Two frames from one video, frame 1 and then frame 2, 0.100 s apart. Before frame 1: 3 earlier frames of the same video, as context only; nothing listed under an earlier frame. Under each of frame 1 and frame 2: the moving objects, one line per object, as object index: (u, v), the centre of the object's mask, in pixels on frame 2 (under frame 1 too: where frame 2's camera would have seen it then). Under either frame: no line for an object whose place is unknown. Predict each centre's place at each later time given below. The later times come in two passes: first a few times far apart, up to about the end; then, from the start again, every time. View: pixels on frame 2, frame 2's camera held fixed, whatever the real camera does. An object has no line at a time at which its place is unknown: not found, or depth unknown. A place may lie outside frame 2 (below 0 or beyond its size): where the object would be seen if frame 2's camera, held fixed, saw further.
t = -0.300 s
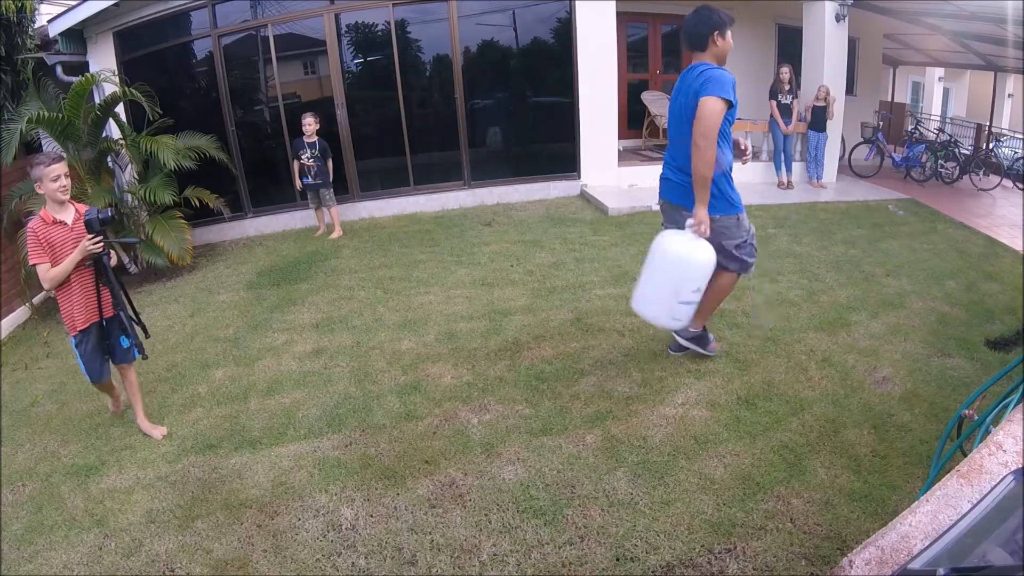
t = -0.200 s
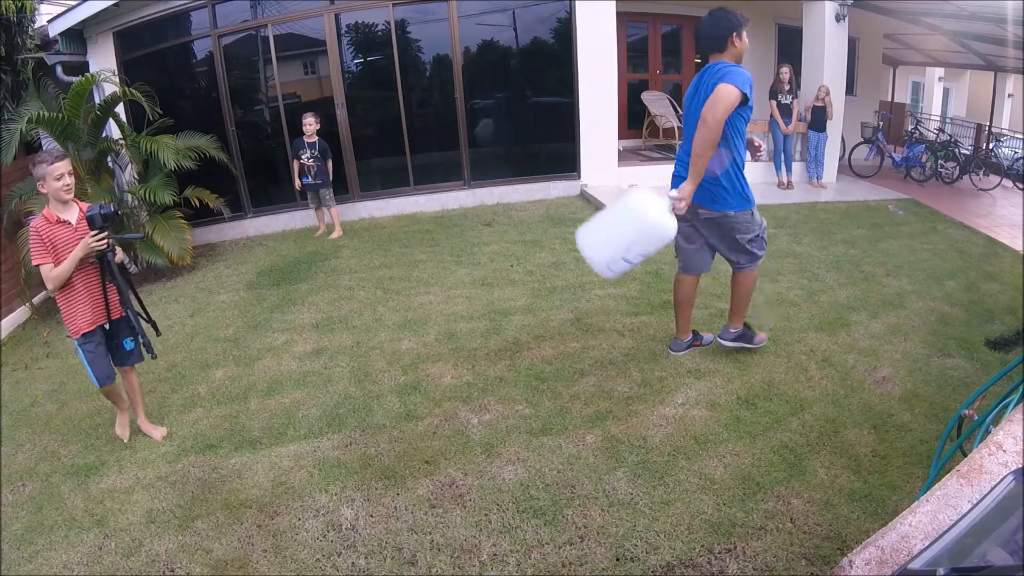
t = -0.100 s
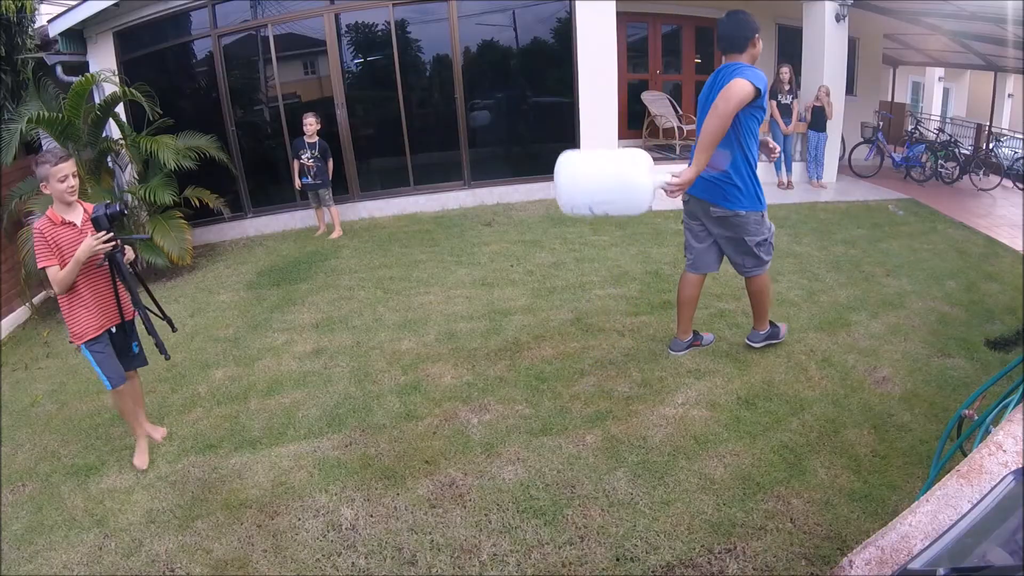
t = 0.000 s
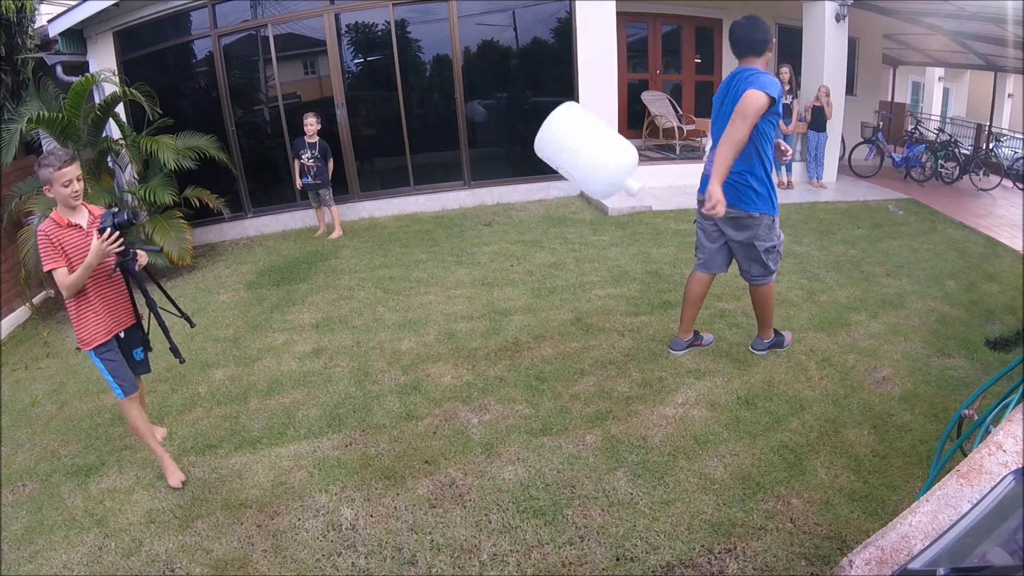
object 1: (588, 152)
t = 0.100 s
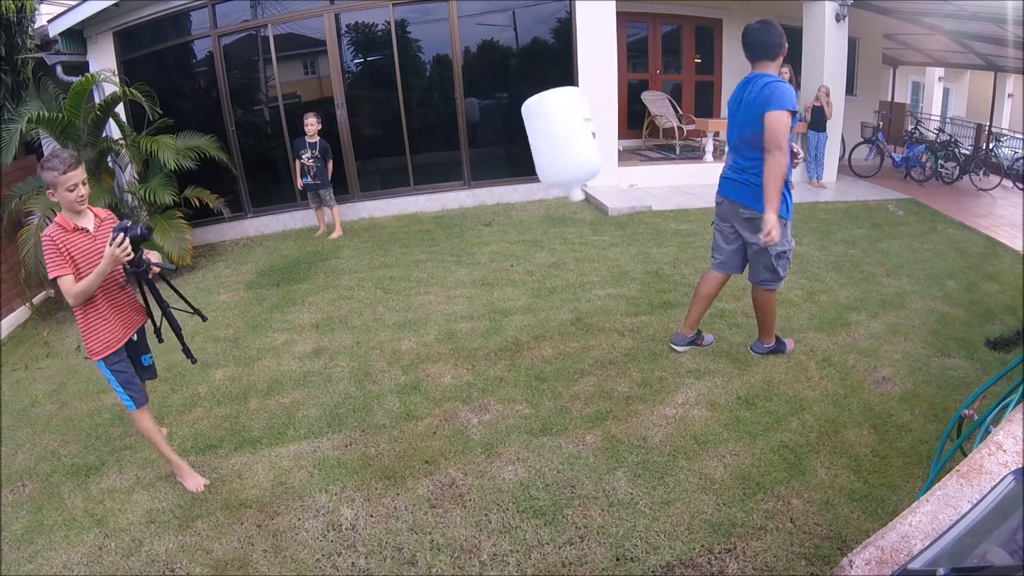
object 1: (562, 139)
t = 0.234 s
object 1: (534, 145)
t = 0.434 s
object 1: (515, 218)
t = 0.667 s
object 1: (511, 314)
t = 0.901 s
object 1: (510, 323)
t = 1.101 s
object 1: (508, 325)
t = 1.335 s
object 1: (511, 322)
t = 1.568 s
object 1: (511, 322)
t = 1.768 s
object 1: (511, 322)
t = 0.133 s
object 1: (554, 139)
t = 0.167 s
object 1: (546, 138)
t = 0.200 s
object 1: (540, 140)
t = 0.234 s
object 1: (534, 145)
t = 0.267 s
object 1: (530, 151)
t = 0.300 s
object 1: (526, 158)
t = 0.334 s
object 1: (523, 171)
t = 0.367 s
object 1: (520, 185)
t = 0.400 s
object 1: (517, 200)
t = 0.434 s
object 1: (515, 218)
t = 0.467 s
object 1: (512, 236)
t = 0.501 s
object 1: (510, 256)
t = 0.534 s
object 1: (509, 277)
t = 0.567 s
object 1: (509, 300)
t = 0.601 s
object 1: (508, 310)
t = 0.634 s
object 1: (510, 313)
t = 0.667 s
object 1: (511, 314)
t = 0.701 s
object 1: (511, 315)
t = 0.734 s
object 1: (511, 317)
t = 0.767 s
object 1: (511, 318)
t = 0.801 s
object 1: (510, 320)
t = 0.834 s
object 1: (510, 321)
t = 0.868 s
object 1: (510, 322)
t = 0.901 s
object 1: (510, 323)
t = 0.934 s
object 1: (509, 324)
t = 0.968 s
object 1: (509, 325)
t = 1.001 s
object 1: (509, 325)
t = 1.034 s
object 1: (508, 325)
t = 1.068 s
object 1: (508, 325)
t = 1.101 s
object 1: (508, 325)
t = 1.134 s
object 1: (508, 324)
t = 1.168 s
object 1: (509, 324)
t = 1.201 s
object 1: (509, 324)
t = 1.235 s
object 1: (510, 323)
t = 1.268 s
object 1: (511, 323)
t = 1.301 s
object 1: (511, 322)
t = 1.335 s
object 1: (511, 322)
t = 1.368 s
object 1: (511, 322)
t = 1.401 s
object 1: (511, 322)
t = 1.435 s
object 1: (511, 322)
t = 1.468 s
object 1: (511, 322)
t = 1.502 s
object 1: (511, 322)
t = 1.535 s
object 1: (511, 322)
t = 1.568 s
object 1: (511, 322)
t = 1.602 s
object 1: (511, 322)
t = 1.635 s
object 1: (511, 322)
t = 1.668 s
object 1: (511, 322)
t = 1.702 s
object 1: (511, 322)
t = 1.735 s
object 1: (511, 322)
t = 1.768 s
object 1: (511, 322)
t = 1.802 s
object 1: (511, 322)
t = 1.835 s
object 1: (511, 322)
